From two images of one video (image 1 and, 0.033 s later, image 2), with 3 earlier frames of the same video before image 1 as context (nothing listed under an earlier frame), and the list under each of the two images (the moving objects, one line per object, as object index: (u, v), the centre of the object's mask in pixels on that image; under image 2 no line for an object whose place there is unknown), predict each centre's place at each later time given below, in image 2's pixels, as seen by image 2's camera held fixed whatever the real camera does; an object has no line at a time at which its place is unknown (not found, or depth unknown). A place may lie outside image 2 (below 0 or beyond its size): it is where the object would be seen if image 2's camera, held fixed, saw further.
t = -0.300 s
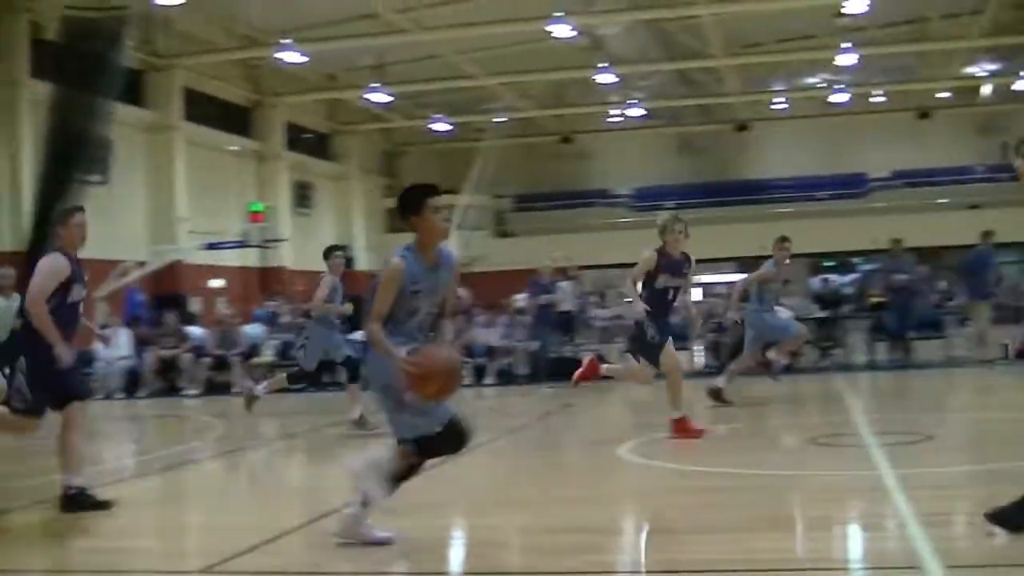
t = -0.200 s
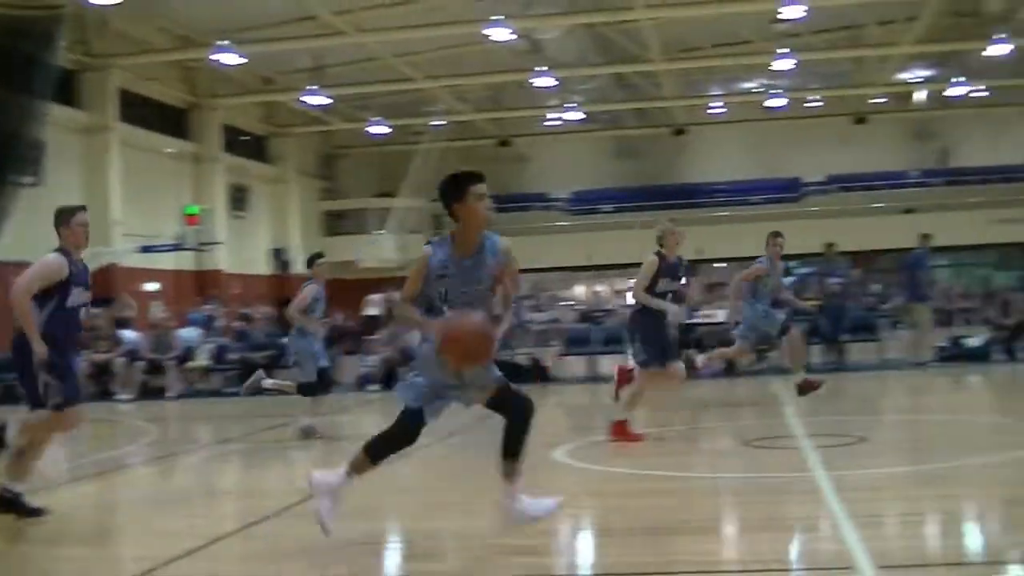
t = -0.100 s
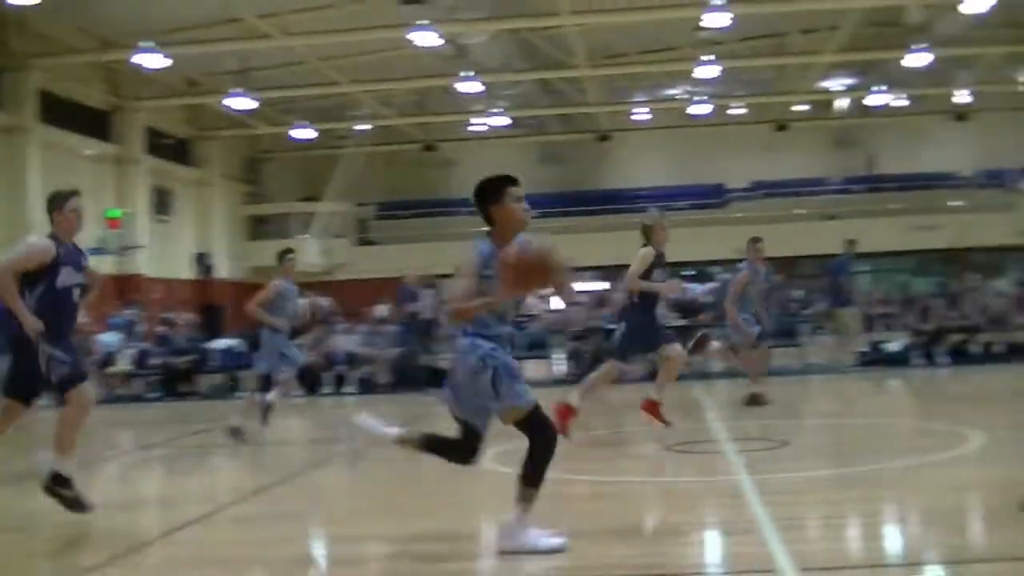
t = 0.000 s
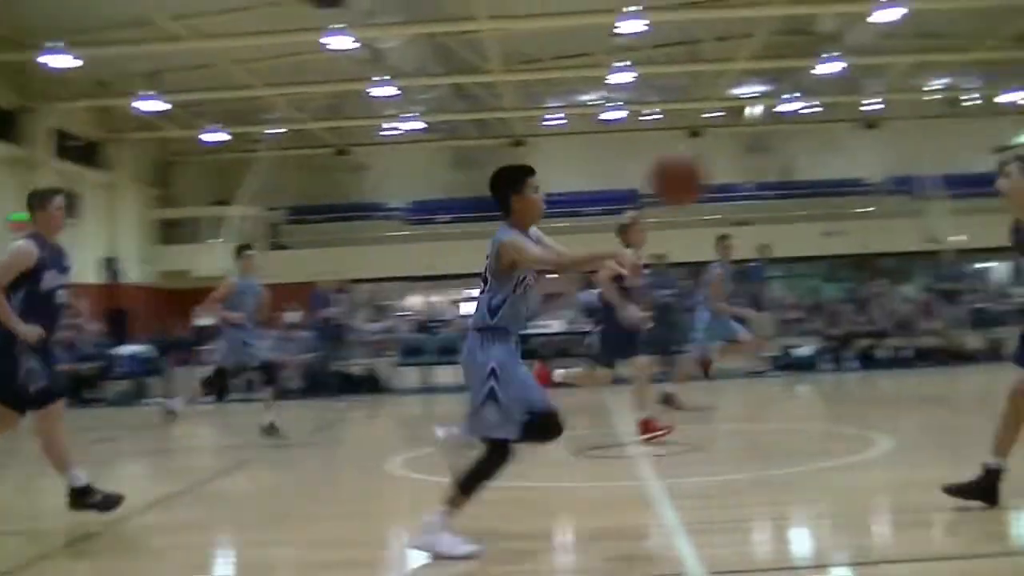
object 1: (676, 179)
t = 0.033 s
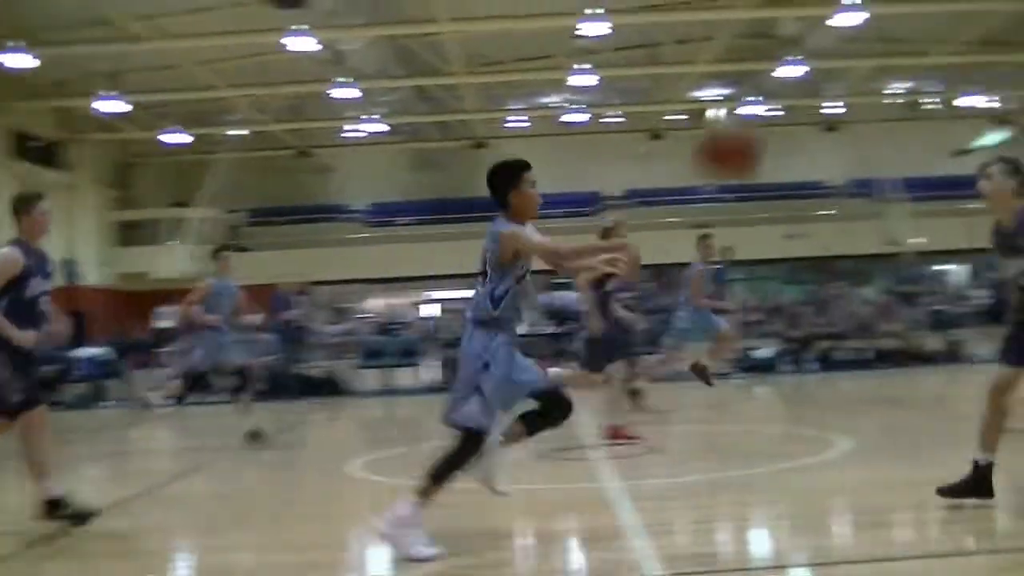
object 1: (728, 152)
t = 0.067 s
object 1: (819, 122)
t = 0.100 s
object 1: (914, 94)
